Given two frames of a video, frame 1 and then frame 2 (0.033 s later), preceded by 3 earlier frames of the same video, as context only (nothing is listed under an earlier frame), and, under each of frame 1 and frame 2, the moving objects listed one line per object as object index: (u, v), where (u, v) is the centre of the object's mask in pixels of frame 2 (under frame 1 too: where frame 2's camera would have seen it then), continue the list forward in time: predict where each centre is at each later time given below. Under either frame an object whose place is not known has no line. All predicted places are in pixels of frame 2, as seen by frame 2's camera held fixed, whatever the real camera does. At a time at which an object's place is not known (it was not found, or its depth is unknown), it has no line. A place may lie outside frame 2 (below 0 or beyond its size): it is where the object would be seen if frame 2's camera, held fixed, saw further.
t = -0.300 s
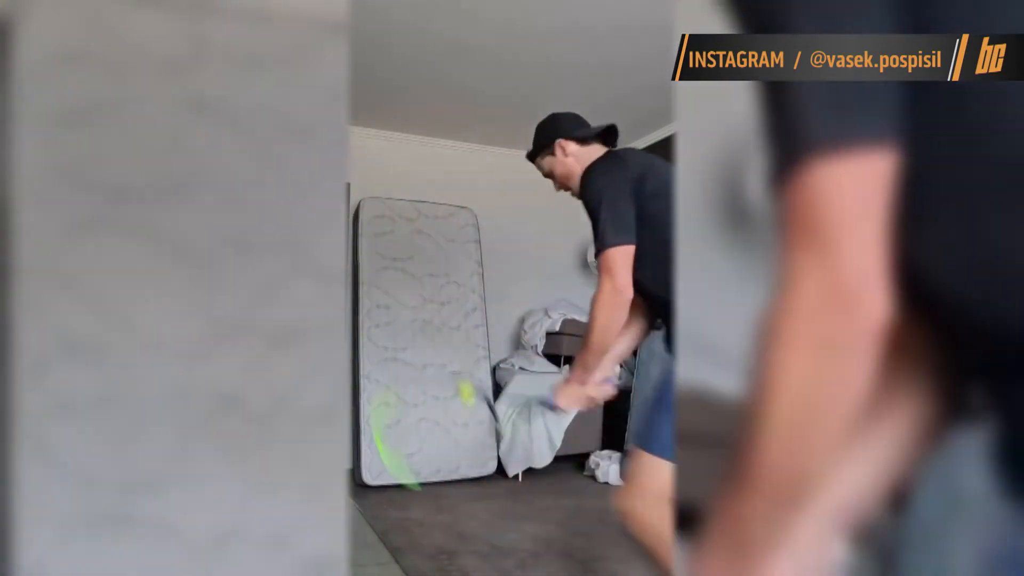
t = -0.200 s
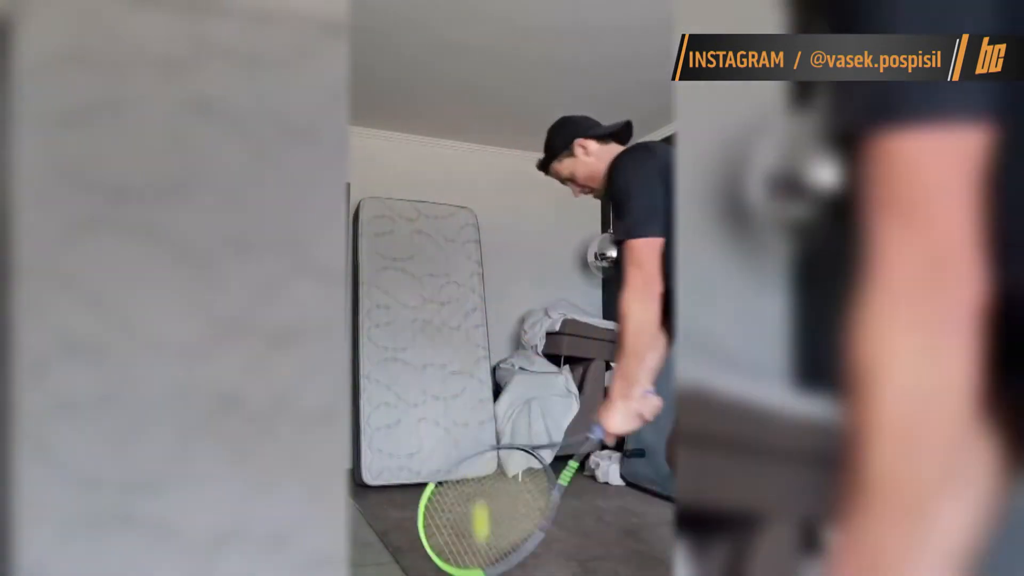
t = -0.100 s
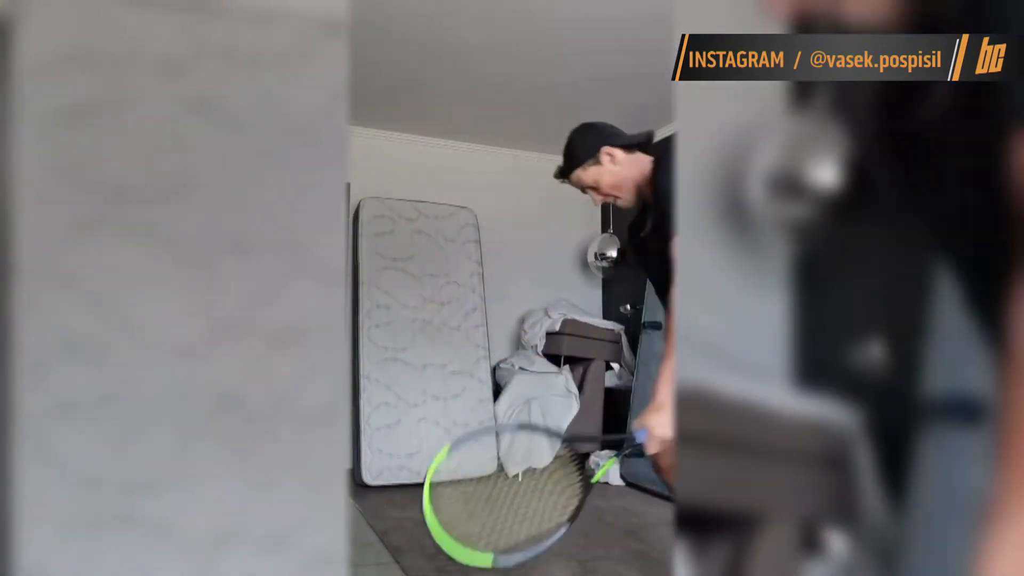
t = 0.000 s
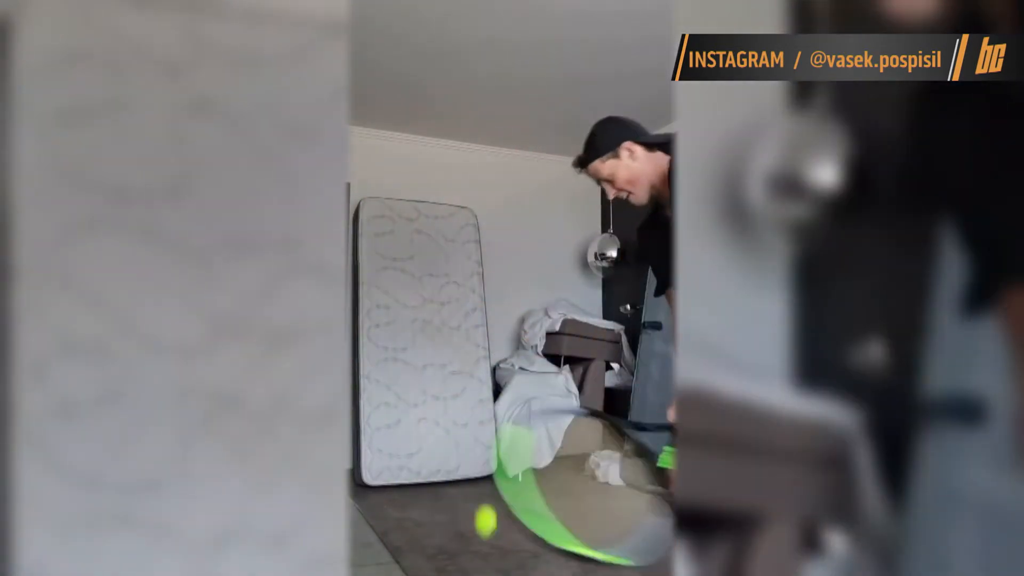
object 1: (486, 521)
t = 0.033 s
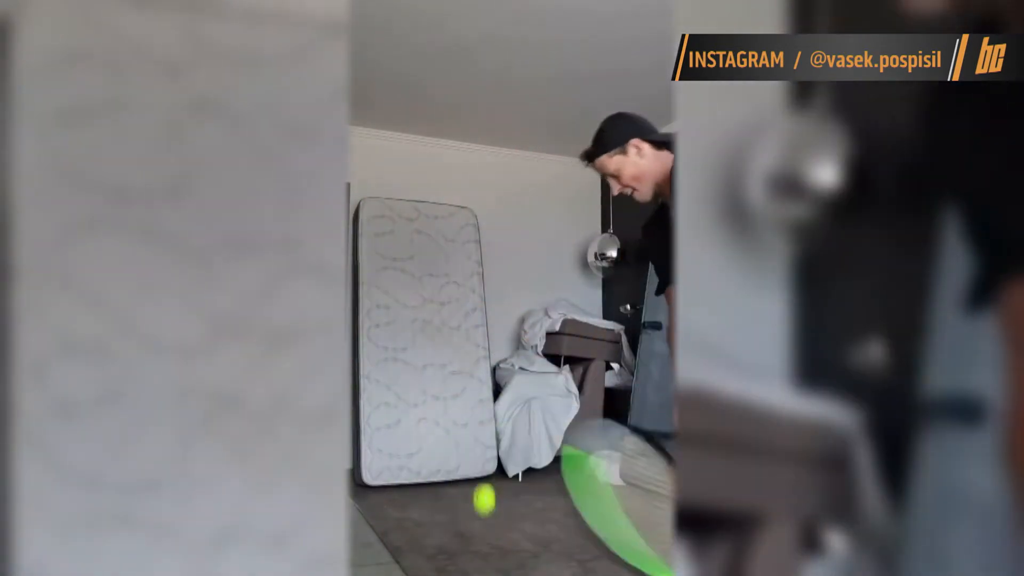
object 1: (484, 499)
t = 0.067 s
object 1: (483, 482)
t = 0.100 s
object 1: (481, 467)
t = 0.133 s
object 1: (479, 455)
